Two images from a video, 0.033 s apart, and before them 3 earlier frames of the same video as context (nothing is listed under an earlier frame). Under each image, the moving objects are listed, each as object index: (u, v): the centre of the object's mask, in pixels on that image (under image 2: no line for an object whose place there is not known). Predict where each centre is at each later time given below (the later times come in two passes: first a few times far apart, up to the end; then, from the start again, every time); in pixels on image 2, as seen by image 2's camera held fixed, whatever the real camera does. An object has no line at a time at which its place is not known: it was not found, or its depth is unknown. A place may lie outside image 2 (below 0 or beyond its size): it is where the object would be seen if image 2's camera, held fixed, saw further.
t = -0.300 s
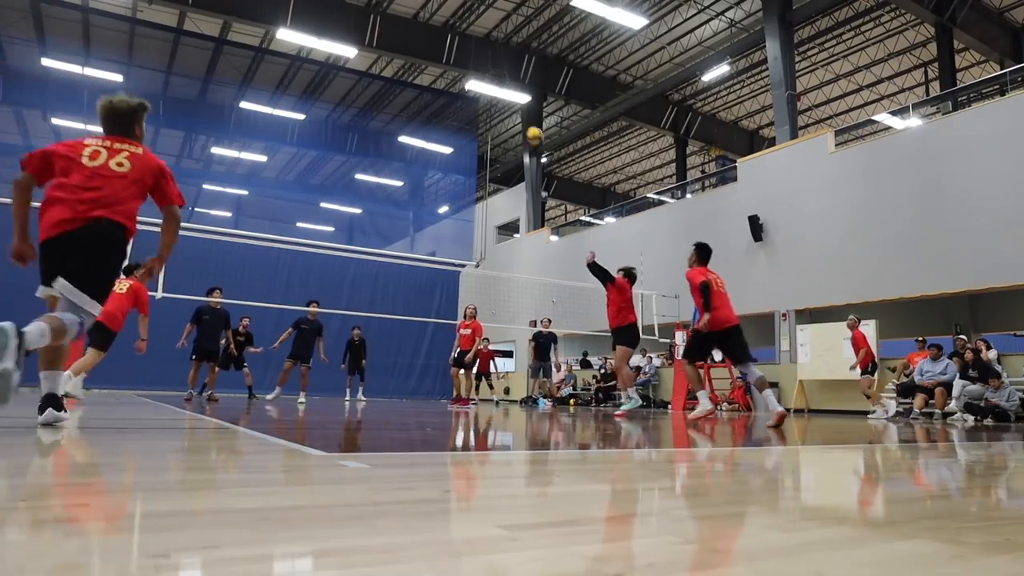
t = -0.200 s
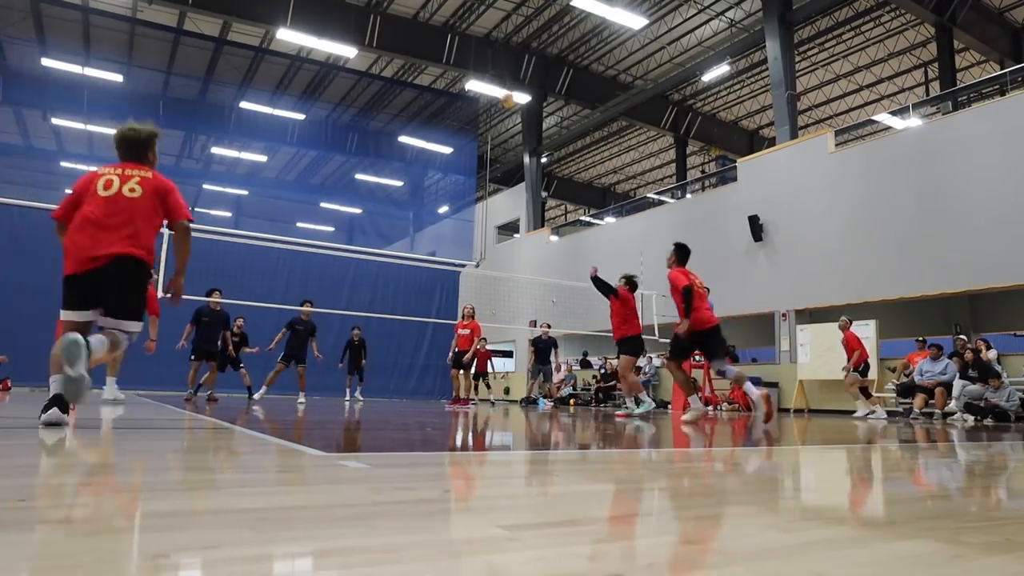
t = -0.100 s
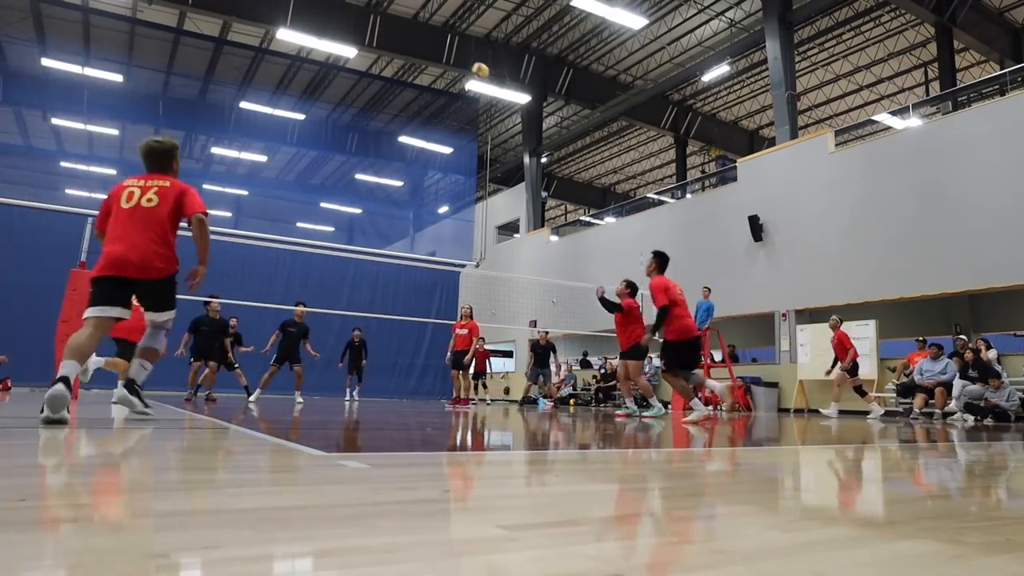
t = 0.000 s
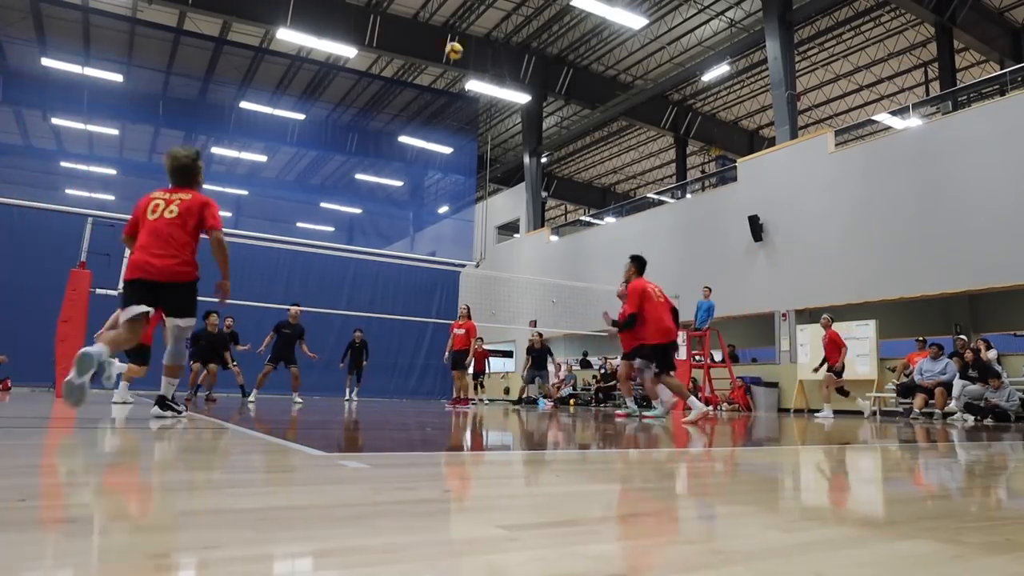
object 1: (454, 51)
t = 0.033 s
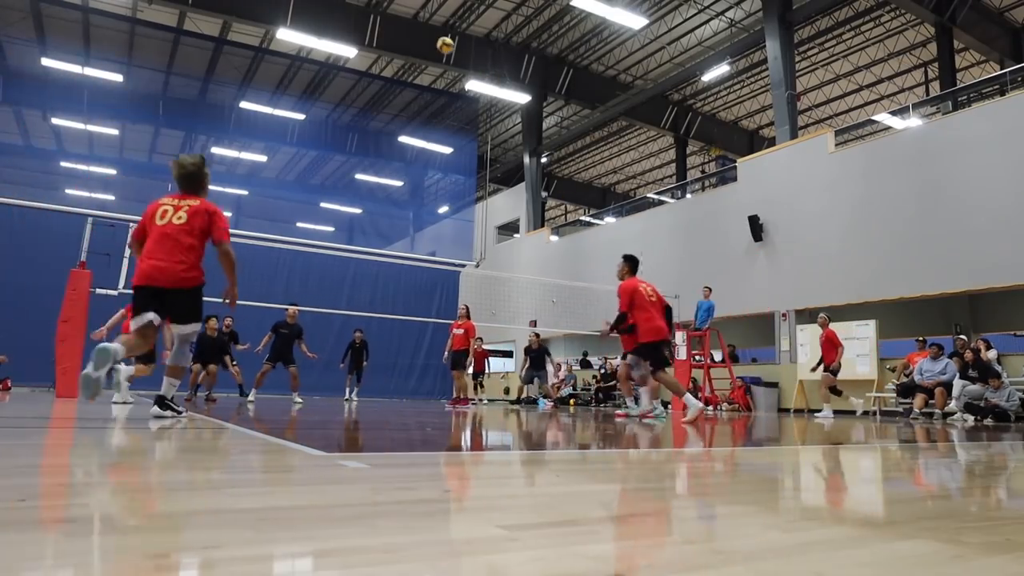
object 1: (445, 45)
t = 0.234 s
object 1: (393, 31)
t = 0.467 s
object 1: (334, 47)
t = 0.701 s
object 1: (273, 101)
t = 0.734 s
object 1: (263, 114)
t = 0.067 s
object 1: (436, 41)
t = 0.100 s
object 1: (427, 37)
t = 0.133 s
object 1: (419, 34)
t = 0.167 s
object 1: (410, 32)
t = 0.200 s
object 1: (402, 31)
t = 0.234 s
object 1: (393, 31)
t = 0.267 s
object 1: (385, 31)
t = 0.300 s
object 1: (377, 32)
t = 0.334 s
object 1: (367, 33)
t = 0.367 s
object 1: (359, 36)
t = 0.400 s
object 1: (351, 38)
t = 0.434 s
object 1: (342, 42)
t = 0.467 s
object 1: (334, 47)
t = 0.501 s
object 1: (325, 55)
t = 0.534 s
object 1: (317, 59)
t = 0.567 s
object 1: (308, 67)
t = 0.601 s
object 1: (299, 75)
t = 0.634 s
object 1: (290, 83)
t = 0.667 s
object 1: (281, 92)
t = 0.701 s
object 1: (273, 101)
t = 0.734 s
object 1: (263, 114)
